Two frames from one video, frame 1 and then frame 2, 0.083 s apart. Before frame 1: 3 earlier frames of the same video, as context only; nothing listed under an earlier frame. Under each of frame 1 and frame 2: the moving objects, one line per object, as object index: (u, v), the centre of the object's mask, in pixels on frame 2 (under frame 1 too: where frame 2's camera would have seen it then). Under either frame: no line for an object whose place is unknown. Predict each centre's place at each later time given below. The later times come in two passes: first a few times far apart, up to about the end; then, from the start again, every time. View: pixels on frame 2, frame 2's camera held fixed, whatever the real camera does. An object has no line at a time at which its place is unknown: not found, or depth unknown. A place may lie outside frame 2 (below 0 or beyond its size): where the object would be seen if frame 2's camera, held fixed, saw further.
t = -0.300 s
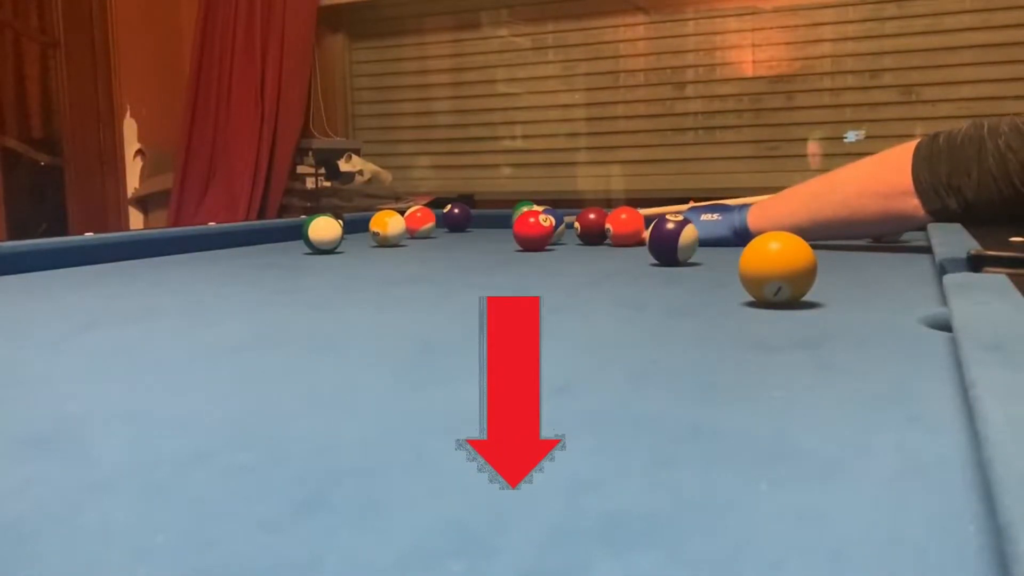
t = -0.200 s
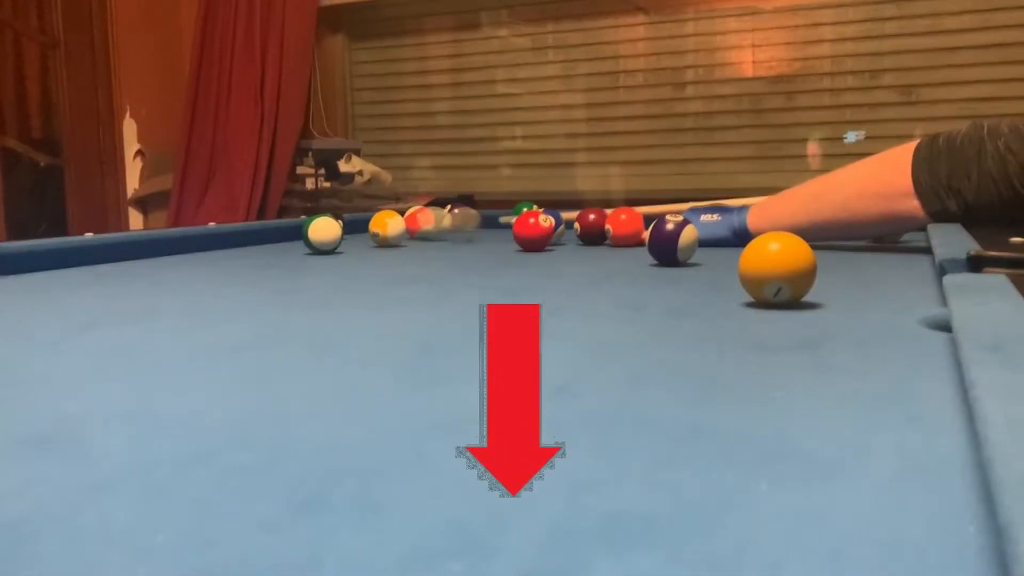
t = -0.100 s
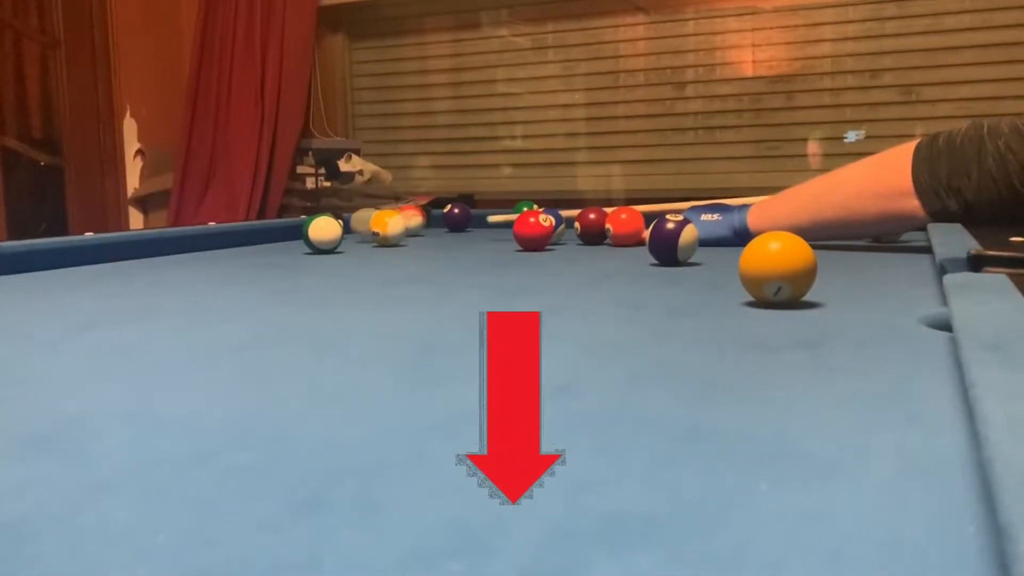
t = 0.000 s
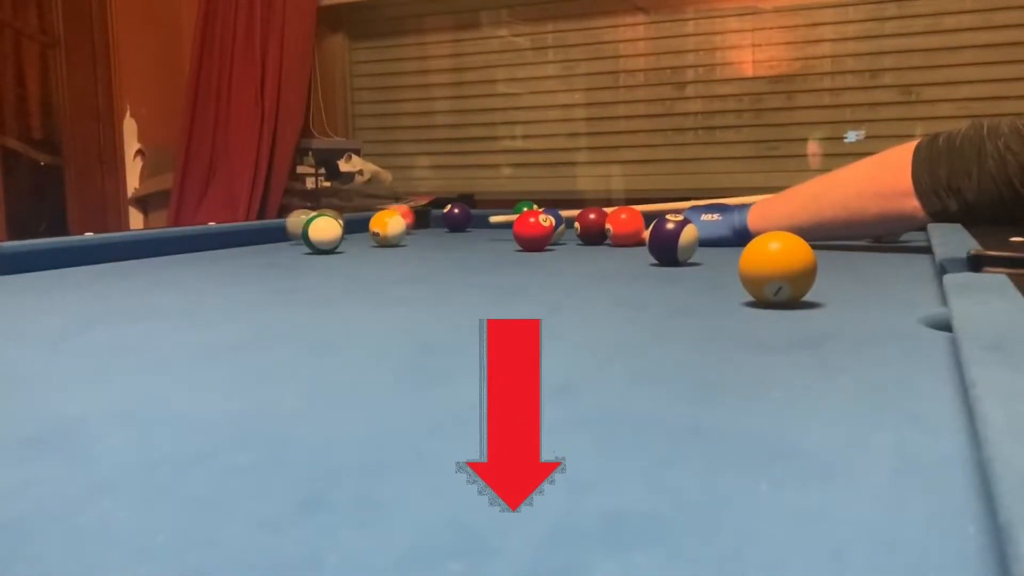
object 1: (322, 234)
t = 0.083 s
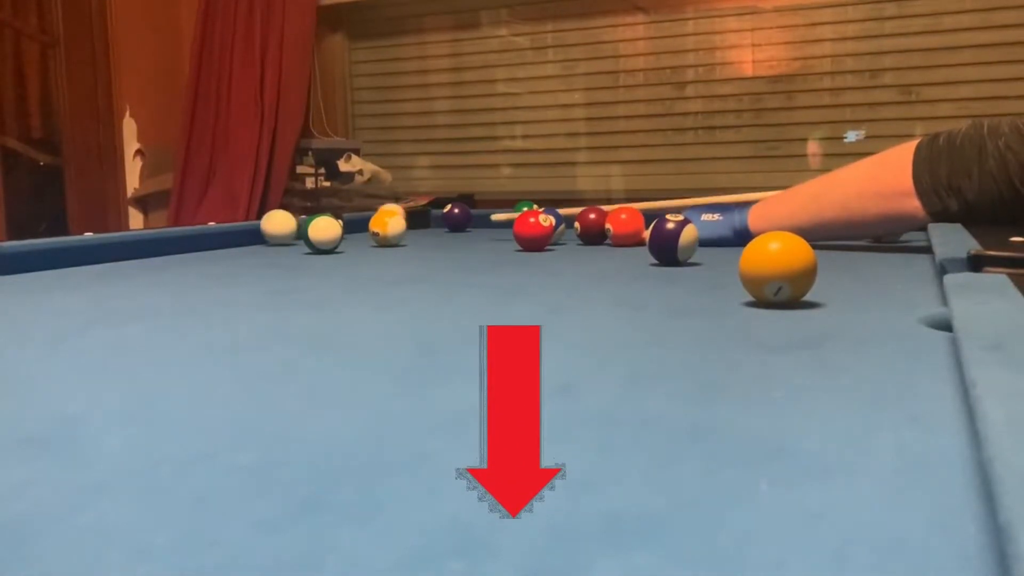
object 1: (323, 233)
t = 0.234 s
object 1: (323, 233)
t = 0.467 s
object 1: (329, 235)
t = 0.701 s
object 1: (342, 239)
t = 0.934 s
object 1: (354, 243)
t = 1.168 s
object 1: (366, 243)
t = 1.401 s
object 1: (380, 251)
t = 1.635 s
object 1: (392, 253)
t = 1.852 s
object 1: (403, 256)
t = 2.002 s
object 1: (411, 259)
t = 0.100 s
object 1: (322, 233)
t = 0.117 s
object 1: (322, 233)
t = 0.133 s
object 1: (323, 233)
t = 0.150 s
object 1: (323, 233)
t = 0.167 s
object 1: (323, 233)
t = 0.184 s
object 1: (323, 233)
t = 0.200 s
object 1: (323, 233)
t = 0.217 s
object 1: (323, 233)
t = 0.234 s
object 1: (323, 233)
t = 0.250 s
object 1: (323, 233)
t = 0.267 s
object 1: (323, 233)
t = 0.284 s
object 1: (323, 233)
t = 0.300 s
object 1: (323, 233)
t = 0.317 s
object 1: (323, 233)
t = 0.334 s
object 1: (324, 233)
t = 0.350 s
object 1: (324, 234)
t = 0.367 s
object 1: (325, 234)
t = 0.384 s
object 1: (326, 234)
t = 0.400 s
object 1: (326, 234)
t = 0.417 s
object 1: (327, 235)
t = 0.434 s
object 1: (328, 235)
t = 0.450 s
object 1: (329, 235)
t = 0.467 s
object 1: (329, 235)
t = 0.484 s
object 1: (331, 237)
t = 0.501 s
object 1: (332, 237)
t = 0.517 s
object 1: (334, 240)
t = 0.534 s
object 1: (334, 241)
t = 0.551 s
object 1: (332, 235)
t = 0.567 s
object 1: (334, 236)
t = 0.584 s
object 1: (336, 238)
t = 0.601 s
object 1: (337, 238)
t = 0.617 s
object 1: (338, 238)
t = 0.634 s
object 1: (339, 238)
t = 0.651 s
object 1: (340, 239)
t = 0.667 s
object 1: (341, 239)
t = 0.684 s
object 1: (341, 239)
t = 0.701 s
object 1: (342, 239)
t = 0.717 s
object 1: (343, 240)
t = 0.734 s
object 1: (344, 240)
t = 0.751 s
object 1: (344, 237)
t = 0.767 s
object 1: (345, 237)
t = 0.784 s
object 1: (346, 238)
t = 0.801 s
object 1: (347, 238)
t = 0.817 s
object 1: (347, 238)
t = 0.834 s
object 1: (349, 238)
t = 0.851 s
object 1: (349, 239)
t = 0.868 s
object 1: (350, 239)
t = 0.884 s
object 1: (351, 239)
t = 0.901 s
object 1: (352, 242)
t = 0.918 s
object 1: (353, 242)
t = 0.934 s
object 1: (354, 243)
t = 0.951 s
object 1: (355, 243)
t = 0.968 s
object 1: (356, 243)
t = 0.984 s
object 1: (356, 243)
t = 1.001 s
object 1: (357, 244)
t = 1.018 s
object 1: (358, 245)
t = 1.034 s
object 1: (360, 245)
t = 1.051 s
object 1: (361, 246)
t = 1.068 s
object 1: (362, 247)
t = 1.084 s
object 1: (361, 241)
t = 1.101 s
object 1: (362, 241)
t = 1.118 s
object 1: (363, 242)
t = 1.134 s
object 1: (364, 242)
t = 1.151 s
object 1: (365, 242)
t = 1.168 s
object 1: (366, 243)
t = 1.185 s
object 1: (367, 243)
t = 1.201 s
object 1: (368, 243)
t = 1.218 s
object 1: (368, 243)
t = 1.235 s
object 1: (369, 243)
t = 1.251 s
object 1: (370, 243)
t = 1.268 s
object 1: (373, 248)
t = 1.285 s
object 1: (373, 248)
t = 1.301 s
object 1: (374, 248)
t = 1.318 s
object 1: (375, 248)
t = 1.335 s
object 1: (376, 249)
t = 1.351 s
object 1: (377, 249)
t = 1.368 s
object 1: (378, 250)
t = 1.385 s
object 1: (379, 251)
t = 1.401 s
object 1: (380, 251)
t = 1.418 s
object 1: (380, 253)
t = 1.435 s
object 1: (382, 254)
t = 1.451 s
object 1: (383, 252)
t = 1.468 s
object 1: (384, 252)
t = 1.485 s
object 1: (385, 252)
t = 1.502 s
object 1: (386, 252)
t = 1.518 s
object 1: (386, 252)
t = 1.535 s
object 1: (387, 252)
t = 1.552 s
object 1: (388, 252)
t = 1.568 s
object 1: (389, 252)
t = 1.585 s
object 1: (390, 252)
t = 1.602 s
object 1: (391, 252)
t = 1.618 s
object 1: (391, 253)
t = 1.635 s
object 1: (392, 253)
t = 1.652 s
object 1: (393, 253)
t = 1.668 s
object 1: (394, 253)
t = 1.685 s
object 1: (394, 253)
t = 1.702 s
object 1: (396, 254)
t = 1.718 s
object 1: (396, 254)
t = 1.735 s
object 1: (398, 255)
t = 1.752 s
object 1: (399, 255)
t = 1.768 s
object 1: (400, 255)
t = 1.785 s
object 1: (401, 256)
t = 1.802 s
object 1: (401, 255)
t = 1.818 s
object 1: (401, 255)
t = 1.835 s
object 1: (402, 256)
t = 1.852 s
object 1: (403, 256)
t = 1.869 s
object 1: (404, 256)
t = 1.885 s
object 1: (405, 257)
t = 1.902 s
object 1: (406, 257)
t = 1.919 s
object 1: (407, 257)
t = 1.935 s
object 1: (407, 257)
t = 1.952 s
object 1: (408, 258)
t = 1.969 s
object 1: (409, 258)
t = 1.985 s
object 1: (410, 258)
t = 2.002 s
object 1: (411, 259)
